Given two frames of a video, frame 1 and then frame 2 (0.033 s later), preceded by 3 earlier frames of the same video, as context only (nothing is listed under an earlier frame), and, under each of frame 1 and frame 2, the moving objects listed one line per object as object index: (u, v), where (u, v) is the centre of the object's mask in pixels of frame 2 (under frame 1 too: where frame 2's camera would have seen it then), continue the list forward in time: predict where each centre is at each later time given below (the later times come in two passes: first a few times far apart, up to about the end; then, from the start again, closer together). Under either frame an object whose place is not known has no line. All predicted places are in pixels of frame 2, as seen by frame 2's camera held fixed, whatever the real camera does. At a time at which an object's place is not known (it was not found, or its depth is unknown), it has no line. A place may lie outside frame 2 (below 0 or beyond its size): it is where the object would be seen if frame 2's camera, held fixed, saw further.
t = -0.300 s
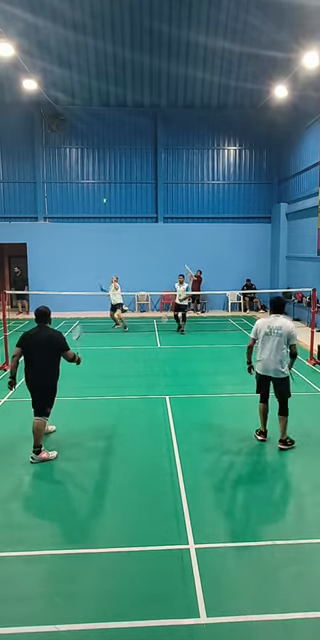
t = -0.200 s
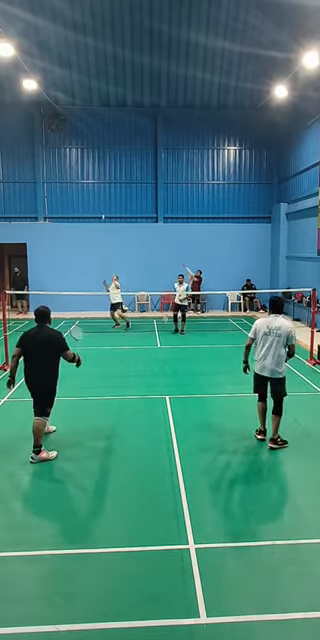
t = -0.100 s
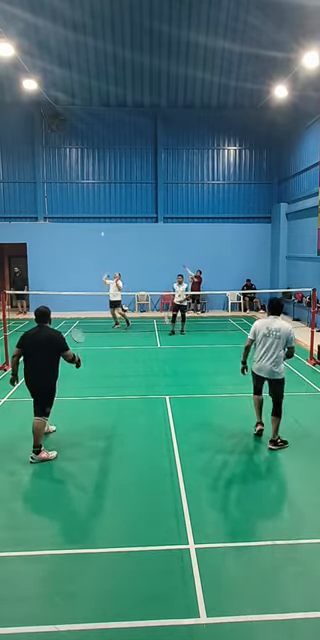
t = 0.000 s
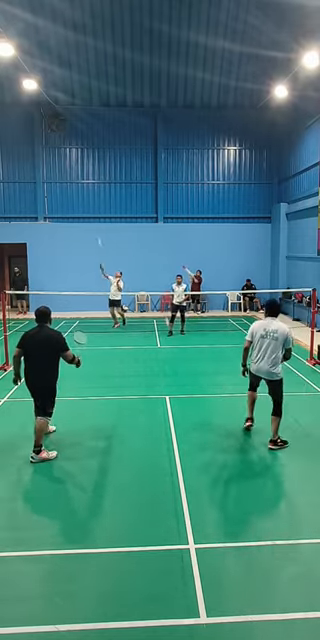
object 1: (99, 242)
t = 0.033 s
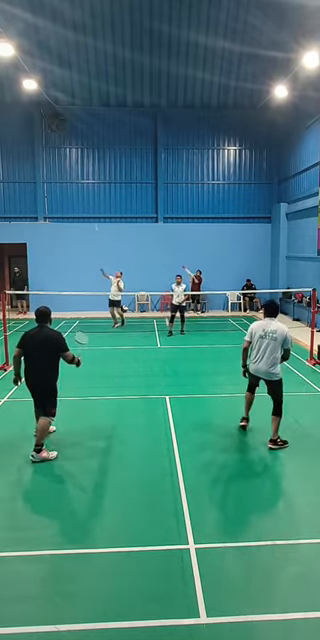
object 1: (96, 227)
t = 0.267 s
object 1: (76, 160)
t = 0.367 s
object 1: (68, 142)
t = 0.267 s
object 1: (76, 160)
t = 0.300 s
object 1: (73, 154)
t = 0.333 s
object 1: (71, 148)
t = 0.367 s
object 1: (68, 142)
